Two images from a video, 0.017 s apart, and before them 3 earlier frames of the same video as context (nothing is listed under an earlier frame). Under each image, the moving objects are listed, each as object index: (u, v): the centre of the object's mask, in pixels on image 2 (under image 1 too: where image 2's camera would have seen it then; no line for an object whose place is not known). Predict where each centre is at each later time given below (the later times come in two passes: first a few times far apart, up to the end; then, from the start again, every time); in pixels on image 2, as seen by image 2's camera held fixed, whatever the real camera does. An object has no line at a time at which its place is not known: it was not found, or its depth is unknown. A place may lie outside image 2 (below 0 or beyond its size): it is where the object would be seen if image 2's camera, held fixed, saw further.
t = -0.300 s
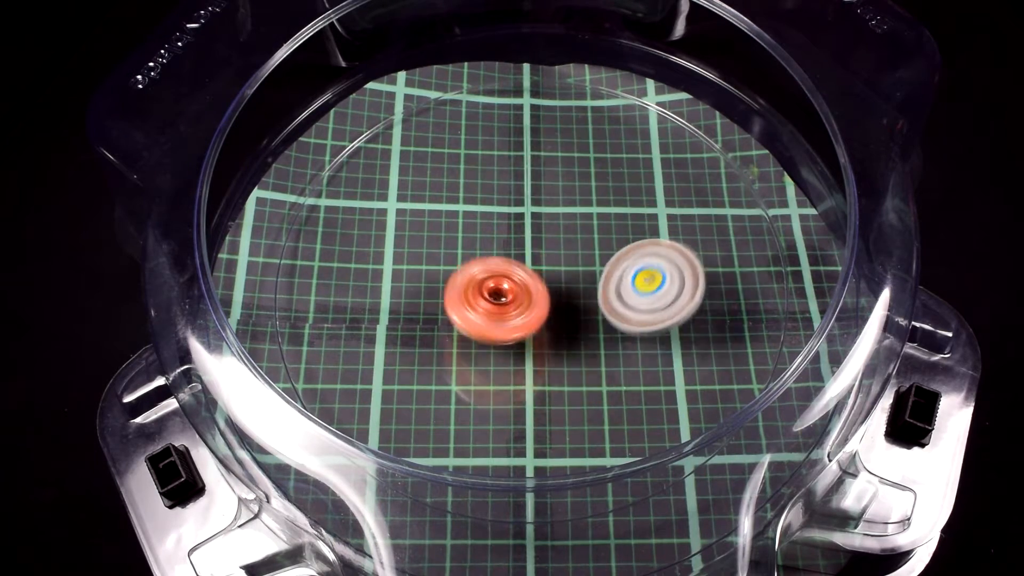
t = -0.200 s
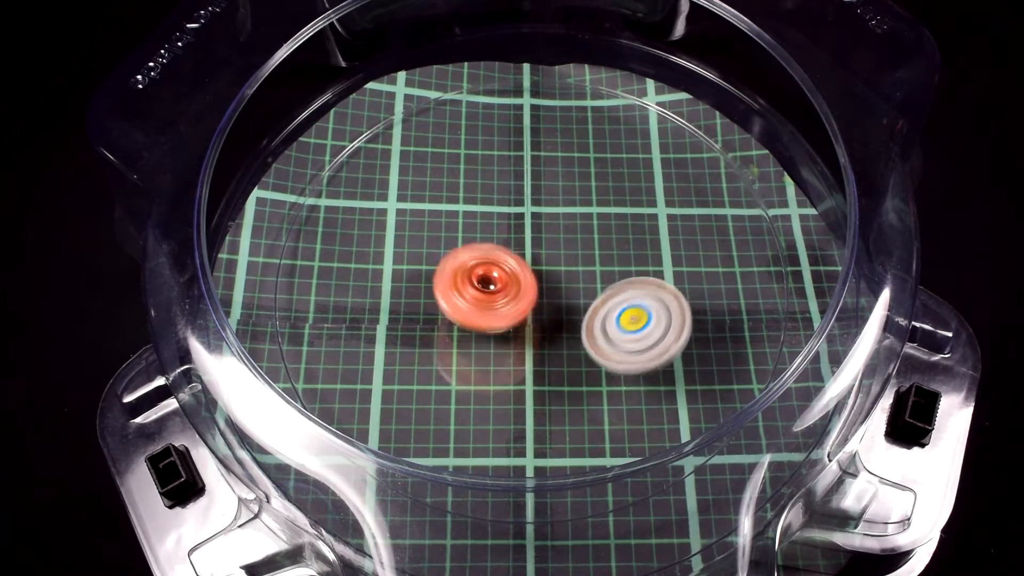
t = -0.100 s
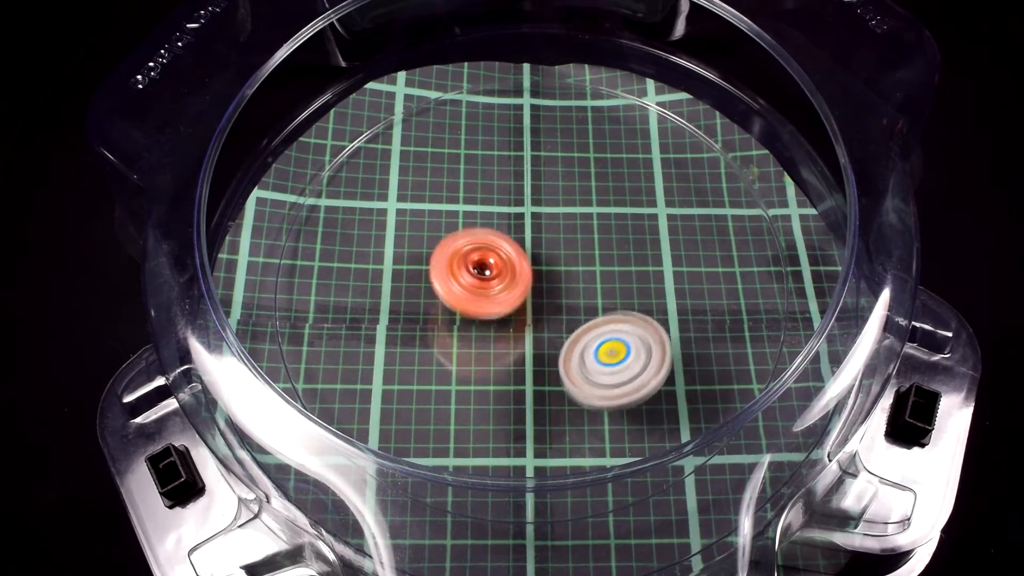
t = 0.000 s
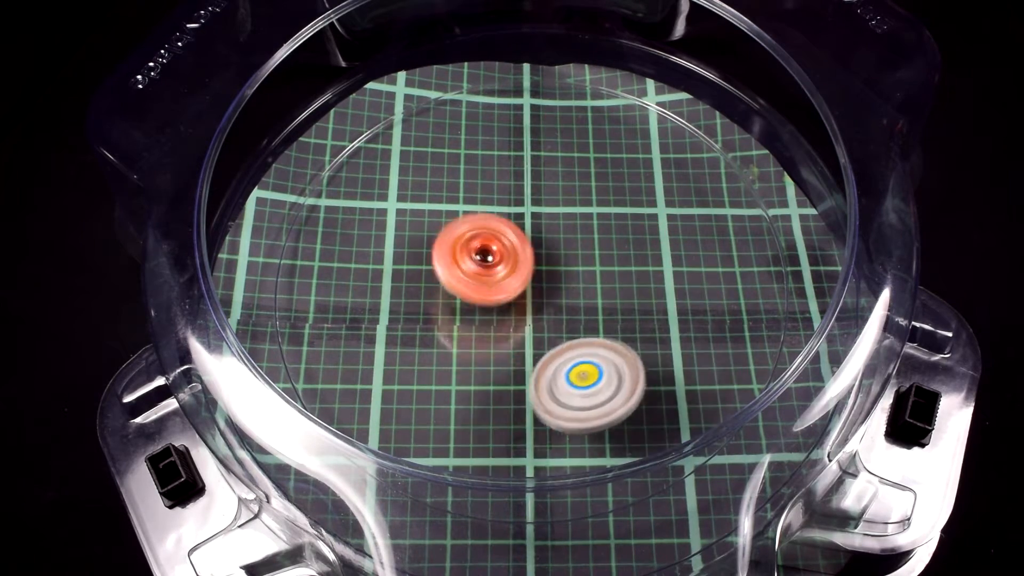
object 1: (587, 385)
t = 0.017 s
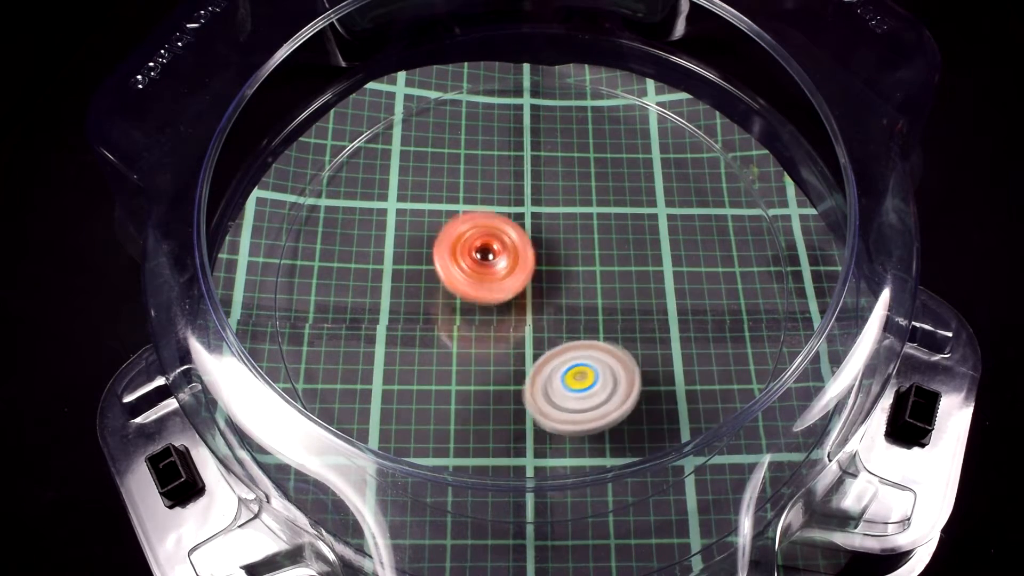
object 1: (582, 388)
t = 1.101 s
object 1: (490, 173)
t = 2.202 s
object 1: (537, 371)
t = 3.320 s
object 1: (570, 178)
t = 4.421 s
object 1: (466, 326)
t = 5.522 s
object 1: (628, 262)
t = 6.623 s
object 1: (491, 196)
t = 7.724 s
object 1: (469, 314)
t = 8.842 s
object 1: (580, 288)
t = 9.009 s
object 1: (548, 304)
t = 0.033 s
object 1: (577, 389)
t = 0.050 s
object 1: (572, 391)
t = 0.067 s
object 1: (567, 392)
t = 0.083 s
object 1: (562, 392)
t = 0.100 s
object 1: (557, 392)
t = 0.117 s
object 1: (553, 392)
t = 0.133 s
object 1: (548, 391)
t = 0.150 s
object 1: (543, 390)
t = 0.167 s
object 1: (538, 388)
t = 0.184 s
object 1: (533, 386)
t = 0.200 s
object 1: (528, 384)
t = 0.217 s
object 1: (523, 381)
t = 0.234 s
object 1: (517, 378)
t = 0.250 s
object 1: (511, 375)
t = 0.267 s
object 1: (505, 372)
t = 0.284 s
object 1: (499, 368)
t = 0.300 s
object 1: (492, 364)
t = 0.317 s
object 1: (486, 360)
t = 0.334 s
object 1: (480, 355)
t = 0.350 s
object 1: (474, 351)
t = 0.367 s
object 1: (468, 345)
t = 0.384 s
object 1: (462, 341)
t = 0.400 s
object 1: (456, 335)
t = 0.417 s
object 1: (451, 330)
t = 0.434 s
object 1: (446, 325)
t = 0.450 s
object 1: (441, 320)
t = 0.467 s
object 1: (437, 314)
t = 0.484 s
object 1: (432, 309)
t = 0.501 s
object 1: (428, 303)
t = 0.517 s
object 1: (424, 297)
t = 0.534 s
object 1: (421, 291)
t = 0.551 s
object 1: (417, 285)
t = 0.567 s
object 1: (415, 279)
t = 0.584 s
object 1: (412, 274)
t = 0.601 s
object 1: (410, 268)
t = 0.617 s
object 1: (408, 263)
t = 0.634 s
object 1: (406, 257)
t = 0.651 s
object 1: (404, 252)
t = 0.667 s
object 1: (403, 246)
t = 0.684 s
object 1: (402, 241)
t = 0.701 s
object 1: (402, 236)
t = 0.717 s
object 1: (401, 231)
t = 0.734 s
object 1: (402, 226)
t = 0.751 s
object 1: (402, 222)
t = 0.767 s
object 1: (404, 217)
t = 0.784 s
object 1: (405, 214)
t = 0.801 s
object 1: (407, 210)
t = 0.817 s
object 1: (409, 207)
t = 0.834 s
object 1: (412, 203)
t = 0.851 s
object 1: (415, 200)
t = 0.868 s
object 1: (418, 197)
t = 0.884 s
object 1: (421, 195)
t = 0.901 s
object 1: (425, 193)
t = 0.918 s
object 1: (429, 191)
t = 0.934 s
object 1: (433, 188)
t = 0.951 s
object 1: (438, 187)
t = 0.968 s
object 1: (443, 185)
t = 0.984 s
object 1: (448, 183)
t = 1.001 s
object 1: (453, 181)
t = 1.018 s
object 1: (459, 180)
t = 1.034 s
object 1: (464, 178)
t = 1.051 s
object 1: (471, 177)
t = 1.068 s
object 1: (477, 175)
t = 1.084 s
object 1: (483, 174)
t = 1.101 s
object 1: (490, 173)
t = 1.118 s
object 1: (497, 173)
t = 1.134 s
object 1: (503, 172)
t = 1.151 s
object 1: (510, 171)
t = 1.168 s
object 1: (517, 171)
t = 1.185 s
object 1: (524, 171)
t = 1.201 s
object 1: (531, 171)
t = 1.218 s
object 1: (538, 171)
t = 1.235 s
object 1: (545, 171)
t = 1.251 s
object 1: (552, 171)
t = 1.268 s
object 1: (558, 172)
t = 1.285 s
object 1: (566, 172)
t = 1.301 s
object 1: (572, 173)
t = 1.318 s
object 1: (579, 174)
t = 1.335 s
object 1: (584, 175)
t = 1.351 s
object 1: (591, 176)
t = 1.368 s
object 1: (597, 177)
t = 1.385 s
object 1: (603, 179)
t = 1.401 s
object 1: (608, 181)
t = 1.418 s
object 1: (614, 183)
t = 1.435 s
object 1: (619, 181)
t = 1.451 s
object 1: (624, 188)
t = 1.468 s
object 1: (628, 191)
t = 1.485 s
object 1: (633, 194)
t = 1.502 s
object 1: (636, 197)
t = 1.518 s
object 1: (640, 200)
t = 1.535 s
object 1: (643, 198)
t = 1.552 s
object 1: (645, 202)
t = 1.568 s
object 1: (647, 206)
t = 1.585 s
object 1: (649, 209)
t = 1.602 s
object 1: (652, 219)
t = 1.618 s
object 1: (653, 223)
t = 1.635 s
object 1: (655, 227)
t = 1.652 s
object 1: (655, 232)
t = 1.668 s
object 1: (656, 236)
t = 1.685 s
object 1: (655, 241)
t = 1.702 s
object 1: (655, 247)
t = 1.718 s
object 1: (654, 252)
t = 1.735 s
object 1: (653, 257)
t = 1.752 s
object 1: (652, 262)
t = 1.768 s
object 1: (650, 268)
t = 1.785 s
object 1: (648, 274)
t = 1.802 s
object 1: (646, 280)
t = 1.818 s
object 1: (643, 285)
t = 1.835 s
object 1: (641, 292)
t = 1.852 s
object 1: (638, 298)
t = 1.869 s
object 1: (635, 304)
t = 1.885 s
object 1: (632, 310)
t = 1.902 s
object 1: (629, 315)
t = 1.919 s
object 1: (625, 321)
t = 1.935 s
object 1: (621, 325)
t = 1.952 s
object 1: (618, 330)
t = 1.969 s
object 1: (613, 335)
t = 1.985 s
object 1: (609, 339)
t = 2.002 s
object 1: (603, 343)
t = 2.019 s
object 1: (599, 348)
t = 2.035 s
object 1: (593, 351)
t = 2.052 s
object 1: (588, 355)
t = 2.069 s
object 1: (582, 358)
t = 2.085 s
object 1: (576, 361)
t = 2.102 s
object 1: (570, 364)
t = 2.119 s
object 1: (565, 366)
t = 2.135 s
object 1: (559, 368)
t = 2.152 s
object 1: (554, 369)
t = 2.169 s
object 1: (548, 370)
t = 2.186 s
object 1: (543, 370)
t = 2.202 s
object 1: (537, 371)
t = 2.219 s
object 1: (532, 370)
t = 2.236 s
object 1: (526, 369)
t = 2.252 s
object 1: (520, 368)
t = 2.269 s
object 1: (514, 367)
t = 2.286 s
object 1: (508, 366)
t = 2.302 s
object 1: (502, 364)
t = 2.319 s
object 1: (496, 362)
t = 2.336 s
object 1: (491, 359)
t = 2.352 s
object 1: (485, 357)
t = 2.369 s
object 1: (480, 353)
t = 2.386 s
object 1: (475, 350)
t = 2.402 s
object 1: (470, 346)
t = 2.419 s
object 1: (465, 343)
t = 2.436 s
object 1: (460, 338)
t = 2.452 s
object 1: (455, 334)
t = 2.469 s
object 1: (450, 330)
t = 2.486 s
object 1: (446, 325)
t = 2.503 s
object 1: (441, 321)
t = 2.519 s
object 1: (437, 316)
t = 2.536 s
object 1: (433, 311)
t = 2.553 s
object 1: (431, 306)
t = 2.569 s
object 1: (428, 302)
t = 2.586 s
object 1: (426, 296)
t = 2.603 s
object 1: (423, 291)
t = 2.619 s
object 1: (422, 285)
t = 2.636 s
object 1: (420, 280)
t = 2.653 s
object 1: (418, 275)
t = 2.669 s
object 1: (417, 270)
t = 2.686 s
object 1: (416, 265)
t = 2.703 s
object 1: (416, 260)
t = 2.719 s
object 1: (416, 255)
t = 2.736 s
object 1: (417, 251)
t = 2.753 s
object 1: (418, 246)
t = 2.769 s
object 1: (419, 241)
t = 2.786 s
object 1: (421, 236)
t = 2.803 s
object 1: (423, 232)
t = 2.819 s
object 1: (425, 227)
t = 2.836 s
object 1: (426, 223)
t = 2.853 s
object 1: (429, 219)
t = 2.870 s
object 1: (432, 216)
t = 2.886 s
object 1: (436, 212)
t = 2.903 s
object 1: (439, 209)
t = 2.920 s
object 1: (443, 205)
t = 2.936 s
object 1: (447, 201)
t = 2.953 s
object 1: (451, 198)
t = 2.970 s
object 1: (455, 195)
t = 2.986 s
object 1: (459, 192)
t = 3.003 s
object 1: (464, 190)
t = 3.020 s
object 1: (468, 187)
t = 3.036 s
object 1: (474, 185)
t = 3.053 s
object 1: (479, 183)
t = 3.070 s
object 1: (485, 181)
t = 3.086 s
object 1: (490, 179)
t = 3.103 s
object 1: (495, 177)
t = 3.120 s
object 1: (500, 176)
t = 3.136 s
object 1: (506, 175)
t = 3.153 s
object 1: (511, 174)
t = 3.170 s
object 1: (517, 174)
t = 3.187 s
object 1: (523, 174)
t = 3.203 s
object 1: (529, 174)
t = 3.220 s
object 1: (536, 173)
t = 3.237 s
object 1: (541, 174)
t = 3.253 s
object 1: (547, 174)
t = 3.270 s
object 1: (553, 174)
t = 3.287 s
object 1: (559, 175)
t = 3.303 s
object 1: (564, 177)
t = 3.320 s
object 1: (570, 178)
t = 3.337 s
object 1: (576, 180)
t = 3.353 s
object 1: (581, 181)
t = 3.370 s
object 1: (587, 183)
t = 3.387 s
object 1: (592, 184)
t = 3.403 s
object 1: (597, 187)
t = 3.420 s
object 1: (601, 189)
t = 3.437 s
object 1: (606, 192)
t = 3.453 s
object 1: (610, 196)
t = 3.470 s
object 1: (614, 199)
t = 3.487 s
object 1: (619, 202)
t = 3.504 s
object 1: (622, 205)
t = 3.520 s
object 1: (626, 209)
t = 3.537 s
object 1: (628, 212)
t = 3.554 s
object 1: (631, 216)
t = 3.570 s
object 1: (633, 221)
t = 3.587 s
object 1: (635, 225)
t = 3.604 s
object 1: (637, 230)
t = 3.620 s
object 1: (639, 235)
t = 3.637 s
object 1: (641, 240)
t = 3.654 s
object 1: (645, 244)
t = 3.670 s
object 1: (648, 249)
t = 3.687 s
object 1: (649, 255)
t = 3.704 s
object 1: (651, 260)
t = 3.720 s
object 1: (652, 266)
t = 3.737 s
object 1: (654, 271)
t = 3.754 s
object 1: (655, 277)
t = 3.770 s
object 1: (656, 281)
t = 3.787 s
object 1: (656, 286)
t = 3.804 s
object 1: (655, 291)
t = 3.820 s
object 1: (654, 297)
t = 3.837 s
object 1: (652, 302)
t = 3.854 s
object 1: (650, 307)
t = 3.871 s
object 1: (648, 312)
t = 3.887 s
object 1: (646, 316)
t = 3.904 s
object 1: (644, 320)
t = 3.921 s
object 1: (640, 324)
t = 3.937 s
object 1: (636, 328)
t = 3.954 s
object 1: (631, 332)
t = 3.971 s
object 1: (627, 337)
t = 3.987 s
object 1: (623, 340)
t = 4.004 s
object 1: (619, 343)
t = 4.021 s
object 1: (614, 346)
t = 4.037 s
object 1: (608, 348)
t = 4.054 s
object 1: (603, 350)
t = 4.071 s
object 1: (596, 353)
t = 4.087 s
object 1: (590, 355)
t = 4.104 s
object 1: (585, 357)
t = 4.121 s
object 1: (579, 358)
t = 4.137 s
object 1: (574, 360)
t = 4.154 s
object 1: (567, 363)
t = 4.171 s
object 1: (558, 365)
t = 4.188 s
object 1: (549, 366)
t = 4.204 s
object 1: (542, 366)
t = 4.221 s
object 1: (536, 365)
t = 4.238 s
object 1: (529, 363)
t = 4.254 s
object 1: (522, 361)
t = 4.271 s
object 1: (514, 358)
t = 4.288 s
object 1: (508, 356)
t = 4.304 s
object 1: (502, 354)
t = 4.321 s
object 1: (496, 350)
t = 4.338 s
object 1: (491, 346)
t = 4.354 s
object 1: (485, 342)
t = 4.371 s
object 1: (480, 338)
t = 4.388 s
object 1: (474, 334)
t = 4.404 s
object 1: (470, 330)
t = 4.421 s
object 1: (466, 326)
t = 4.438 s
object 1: (462, 321)
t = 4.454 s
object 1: (458, 316)
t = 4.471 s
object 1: (454, 312)
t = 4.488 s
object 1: (449, 308)
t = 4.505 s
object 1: (447, 304)
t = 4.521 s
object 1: (445, 298)
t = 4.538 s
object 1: (444, 293)
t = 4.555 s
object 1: (441, 287)
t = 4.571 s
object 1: (441, 282)
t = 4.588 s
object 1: (441, 277)
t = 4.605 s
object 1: (442, 271)
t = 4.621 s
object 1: (442, 266)
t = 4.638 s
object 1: (442, 260)
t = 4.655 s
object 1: (444, 256)
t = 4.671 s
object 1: (445, 252)
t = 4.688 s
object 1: (447, 246)
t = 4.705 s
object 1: (448, 242)
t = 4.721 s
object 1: (449, 236)
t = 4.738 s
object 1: (451, 232)
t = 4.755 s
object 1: (453, 227)
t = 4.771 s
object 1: (457, 223)
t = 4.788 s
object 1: (460, 218)
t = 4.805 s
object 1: (463, 214)
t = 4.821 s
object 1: (466, 210)
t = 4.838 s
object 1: (470, 206)
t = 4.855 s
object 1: (475, 203)
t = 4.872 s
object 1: (478, 199)
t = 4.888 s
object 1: (482, 195)
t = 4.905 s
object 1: (487, 193)
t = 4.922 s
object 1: (491, 190)
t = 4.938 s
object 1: (497, 187)
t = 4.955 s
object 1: (501, 185)
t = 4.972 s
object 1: (506, 182)
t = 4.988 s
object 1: (511, 181)
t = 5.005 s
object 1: (516, 180)
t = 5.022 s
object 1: (522, 179)
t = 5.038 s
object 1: (527, 178)
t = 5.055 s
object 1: (532, 176)
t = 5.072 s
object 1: (538, 177)
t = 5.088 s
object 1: (543, 177)
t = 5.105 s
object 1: (549, 177)
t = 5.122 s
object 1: (554, 178)
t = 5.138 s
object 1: (559, 178)
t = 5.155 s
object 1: (565, 181)
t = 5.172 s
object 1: (570, 182)
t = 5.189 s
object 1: (576, 183)
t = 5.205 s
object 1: (580, 185)
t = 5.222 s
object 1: (584, 187)
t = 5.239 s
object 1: (589, 190)
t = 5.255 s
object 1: (594, 192)
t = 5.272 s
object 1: (599, 195)
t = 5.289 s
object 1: (602, 198)
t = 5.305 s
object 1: (605, 201)
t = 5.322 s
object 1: (610, 206)
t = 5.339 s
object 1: (613, 209)
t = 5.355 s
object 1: (616, 213)
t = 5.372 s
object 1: (618, 218)
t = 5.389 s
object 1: (620, 217)
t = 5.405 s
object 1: (623, 228)
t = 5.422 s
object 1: (625, 232)
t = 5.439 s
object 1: (627, 236)
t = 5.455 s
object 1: (627, 242)
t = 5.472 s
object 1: (628, 247)
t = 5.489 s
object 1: (629, 253)
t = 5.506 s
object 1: (629, 258)
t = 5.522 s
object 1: (628, 262)
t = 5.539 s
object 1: (627, 268)
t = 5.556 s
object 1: (626, 274)
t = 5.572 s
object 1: (626, 279)
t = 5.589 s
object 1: (623, 283)
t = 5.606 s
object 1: (621, 288)
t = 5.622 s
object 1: (617, 293)
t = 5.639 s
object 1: (615, 298)
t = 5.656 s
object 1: (612, 302)
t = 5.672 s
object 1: (608, 306)
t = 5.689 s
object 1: (604, 310)
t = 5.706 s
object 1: (599, 315)
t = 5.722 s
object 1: (595, 319)
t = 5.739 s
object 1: (591, 322)
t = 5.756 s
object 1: (585, 324)
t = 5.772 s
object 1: (579, 328)
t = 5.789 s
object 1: (574, 331)
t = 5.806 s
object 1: (569, 333)
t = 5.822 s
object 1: (563, 335)
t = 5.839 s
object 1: (556, 336)
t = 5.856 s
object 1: (550, 338)
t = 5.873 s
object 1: (544, 340)
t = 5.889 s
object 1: (538, 339)
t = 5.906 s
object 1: (532, 340)
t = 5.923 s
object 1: (524, 340)
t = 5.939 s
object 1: (519, 340)
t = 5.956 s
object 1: (513, 340)
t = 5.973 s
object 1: (507, 338)
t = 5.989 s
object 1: (501, 336)
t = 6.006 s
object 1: (494, 335)
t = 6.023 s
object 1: (489, 333)
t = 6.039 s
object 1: (484, 331)
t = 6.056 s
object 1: (478, 328)
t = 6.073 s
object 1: (473, 325)
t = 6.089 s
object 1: (469, 323)
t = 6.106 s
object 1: (465, 318)
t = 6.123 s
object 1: (460, 315)
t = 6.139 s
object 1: (455, 311)
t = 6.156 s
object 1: (452, 307)
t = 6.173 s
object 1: (449, 303)
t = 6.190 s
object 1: (446, 298)
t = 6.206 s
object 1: (444, 294)
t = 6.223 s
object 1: (441, 290)
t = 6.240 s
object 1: (440, 285)
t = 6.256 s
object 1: (439, 280)
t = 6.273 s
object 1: (437, 275)
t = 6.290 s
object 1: (437, 271)
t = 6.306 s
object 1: (437, 266)
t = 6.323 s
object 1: (437, 260)
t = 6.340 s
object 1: (437, 256)
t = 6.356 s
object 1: (438, 252)
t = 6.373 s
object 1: (440, 247)
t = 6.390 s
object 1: (442, 243)
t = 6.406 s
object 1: (442, 237)
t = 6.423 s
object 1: (445, 234)
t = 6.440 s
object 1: (448, 230)
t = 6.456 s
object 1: (450, 225)
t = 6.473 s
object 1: (453, 221)
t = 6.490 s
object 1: (456, 218)
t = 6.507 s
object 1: (461, 214)
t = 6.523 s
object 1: (465, 211)
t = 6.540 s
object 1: (468, 207)
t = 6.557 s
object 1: (473, 205)
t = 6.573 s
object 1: (477, 203)
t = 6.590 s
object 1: (483, 199)
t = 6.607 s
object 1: (487, 198)
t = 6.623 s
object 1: (491, 196)
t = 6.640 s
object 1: (498, 195)
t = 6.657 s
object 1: (503, 193)
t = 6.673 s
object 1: (507, 191)
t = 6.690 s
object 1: (513, 192)
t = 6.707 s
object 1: (518, 191)
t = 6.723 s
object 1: (525, 190)
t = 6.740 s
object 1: (529, 190)
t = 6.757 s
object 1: (534, 191)
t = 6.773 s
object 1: (541, 192)
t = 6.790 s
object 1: (546, 192)
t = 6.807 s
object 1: (551, 193)
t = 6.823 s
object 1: (556, 195)
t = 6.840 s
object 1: (562, 197)
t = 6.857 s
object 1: (567, 198)
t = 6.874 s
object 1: (571, 201)
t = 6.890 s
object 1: (575, 204)
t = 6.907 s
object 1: (581, 207)
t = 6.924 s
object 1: (585, 209)
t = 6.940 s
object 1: (588, 212)
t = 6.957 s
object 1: (592, 217)
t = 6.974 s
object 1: (596, 220)
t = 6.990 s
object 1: (600, 223)
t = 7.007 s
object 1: (602, 227)
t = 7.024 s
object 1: (605, 232)
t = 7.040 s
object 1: (608, 237)
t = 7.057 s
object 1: (610, 241)
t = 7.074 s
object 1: (611, 245)
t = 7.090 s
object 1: (612, 251)
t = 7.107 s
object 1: (613, 256)
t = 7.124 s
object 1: (615, 260)
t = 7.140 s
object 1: (613, 265)
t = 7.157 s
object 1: (614, 270)
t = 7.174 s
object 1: (614, 275)
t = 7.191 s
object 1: (613, 279)
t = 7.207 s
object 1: (611, 284)
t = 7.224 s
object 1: (610, 290)
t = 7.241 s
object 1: (608, 293)
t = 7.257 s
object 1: (606, 297)
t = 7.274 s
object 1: (602, 303)
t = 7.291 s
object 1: (599, 307)
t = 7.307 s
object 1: (597, 310)
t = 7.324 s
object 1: (592, 314)
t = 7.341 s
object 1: (588, 318)
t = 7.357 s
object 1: (584, 322)
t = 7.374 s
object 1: (580, 324)
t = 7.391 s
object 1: (575, 327)
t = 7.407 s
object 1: (569, 330)
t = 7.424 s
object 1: (564, 332)
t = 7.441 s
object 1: (559, 333)
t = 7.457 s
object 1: (552, 335)
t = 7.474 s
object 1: (547, 336)
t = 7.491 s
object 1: (542, 338)
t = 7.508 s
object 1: (536, 337)
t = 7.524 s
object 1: (530, 337)
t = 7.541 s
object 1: (524, 338)
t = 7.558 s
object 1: (519, 337)
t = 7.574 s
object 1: (514, 336)
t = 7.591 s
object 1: (507, 335)
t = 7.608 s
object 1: (502, 333)
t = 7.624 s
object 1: (498, 331)
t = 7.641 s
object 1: (491, 328)
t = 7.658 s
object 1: (487, 326)
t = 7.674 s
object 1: (483, 324)
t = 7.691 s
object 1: (478, 320)
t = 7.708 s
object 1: (474, 317)
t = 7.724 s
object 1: (469, 314)
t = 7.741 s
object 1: (466, 310)
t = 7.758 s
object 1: (462, 306)
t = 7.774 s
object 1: (457, 302)
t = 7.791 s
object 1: (456, 298)
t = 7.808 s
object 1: (454, 293)
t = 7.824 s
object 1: (451, 288)
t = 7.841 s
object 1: (451, 284)
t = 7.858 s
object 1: (449, 280)
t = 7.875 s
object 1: (449, 274)
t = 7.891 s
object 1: (448, 271)
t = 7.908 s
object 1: (448, 266)
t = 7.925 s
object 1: (449, 261)
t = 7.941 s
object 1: (450, 257)
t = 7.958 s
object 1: (450, 253)
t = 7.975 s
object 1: (451, 248)
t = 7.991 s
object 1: (452, 242)
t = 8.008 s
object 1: (453, 237)
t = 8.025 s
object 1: (456, 234)
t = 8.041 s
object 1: (459, 229)
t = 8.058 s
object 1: (461, 225)
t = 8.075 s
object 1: (464, 222)
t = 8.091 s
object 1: (468, 218)
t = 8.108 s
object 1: (471, 214)
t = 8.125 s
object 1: (474, 211)
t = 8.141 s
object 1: (479, 207)
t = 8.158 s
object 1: (483, 204)
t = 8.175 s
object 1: (487, 202)
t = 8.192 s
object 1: (491, 200)
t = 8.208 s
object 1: (497, 198)
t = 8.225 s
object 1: (501, 196)
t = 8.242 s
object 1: (505, 195)
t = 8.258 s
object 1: (512, 194)
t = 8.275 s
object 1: (516, 193)
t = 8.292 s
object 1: (520, 193)
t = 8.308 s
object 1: (525, 192)
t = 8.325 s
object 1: (531, 190)
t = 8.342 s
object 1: (536, 190)
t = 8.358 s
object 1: (541, 191)
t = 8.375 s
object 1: (547, 192)
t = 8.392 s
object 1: (551, 194)
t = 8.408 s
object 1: (556, 199)
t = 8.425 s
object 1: (560, 201)
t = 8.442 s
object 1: (563, 204)
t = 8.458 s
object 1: (566, 208)
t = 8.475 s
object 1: (570, 211)
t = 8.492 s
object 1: (573, 214)
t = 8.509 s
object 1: (574, 218)
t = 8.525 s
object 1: (578, 221)
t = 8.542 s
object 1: (583, 224)
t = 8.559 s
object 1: (583, 227)
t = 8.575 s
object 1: (587, 230)
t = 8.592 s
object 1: (588, 233)
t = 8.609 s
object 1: (587, 238)
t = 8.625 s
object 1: (587, 242)
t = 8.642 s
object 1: (586, 246)
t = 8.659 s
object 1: (583, 251)
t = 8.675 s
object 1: (582, 255)
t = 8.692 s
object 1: (582, 258)
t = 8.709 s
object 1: (581, 261)
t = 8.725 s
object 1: (580, 265)
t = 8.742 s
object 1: (579, 268)
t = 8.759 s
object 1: (577, 271)
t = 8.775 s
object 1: (574, 274)
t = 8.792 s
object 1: (572, 277)
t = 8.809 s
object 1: (574, 280)
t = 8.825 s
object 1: (577, 285)
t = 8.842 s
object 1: (580, 288)
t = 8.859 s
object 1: (580, 290)
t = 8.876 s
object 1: (581, 293)
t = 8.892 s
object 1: (580, 294)
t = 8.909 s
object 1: (576, 298)
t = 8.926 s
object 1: (573, 299)
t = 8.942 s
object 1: (567, 301)
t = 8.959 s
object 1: (563, 303)
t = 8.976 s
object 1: (557, 303)
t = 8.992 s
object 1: (551, 303)
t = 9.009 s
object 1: (548, 304)
